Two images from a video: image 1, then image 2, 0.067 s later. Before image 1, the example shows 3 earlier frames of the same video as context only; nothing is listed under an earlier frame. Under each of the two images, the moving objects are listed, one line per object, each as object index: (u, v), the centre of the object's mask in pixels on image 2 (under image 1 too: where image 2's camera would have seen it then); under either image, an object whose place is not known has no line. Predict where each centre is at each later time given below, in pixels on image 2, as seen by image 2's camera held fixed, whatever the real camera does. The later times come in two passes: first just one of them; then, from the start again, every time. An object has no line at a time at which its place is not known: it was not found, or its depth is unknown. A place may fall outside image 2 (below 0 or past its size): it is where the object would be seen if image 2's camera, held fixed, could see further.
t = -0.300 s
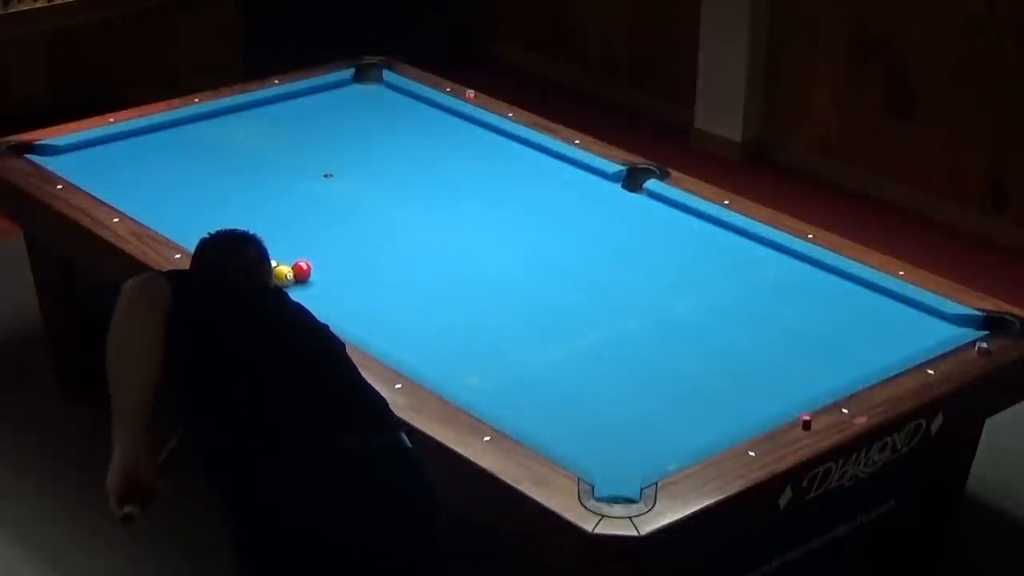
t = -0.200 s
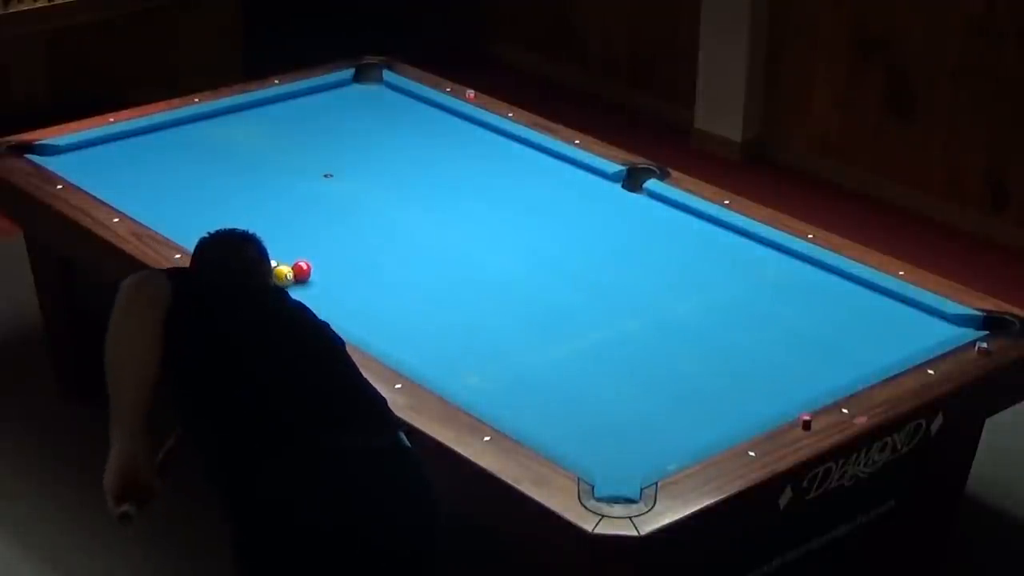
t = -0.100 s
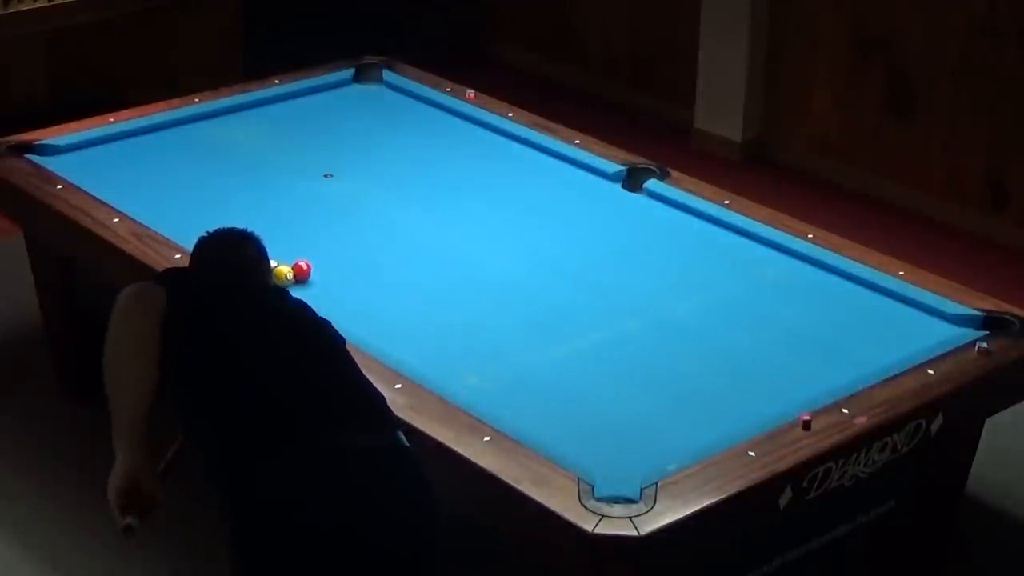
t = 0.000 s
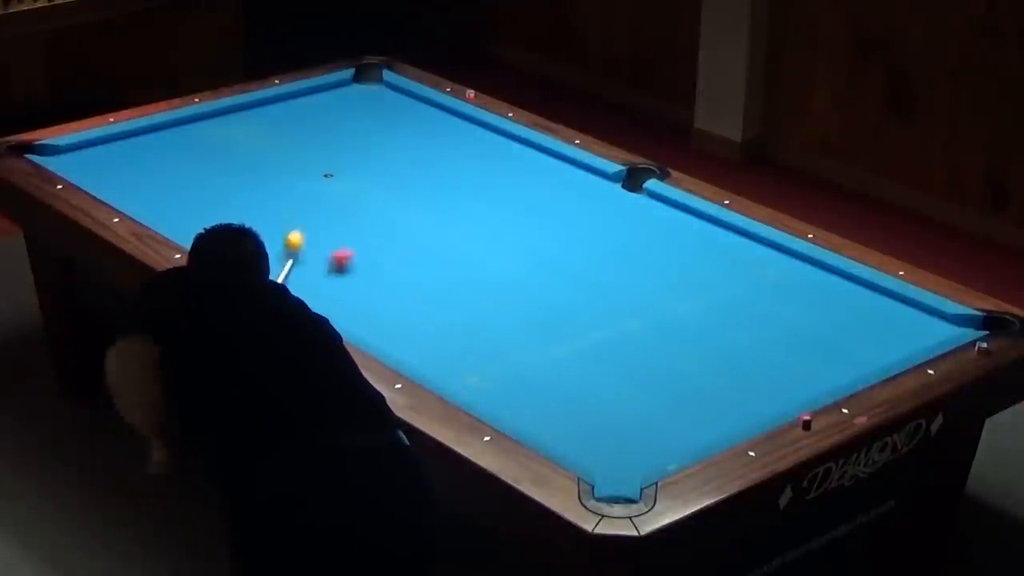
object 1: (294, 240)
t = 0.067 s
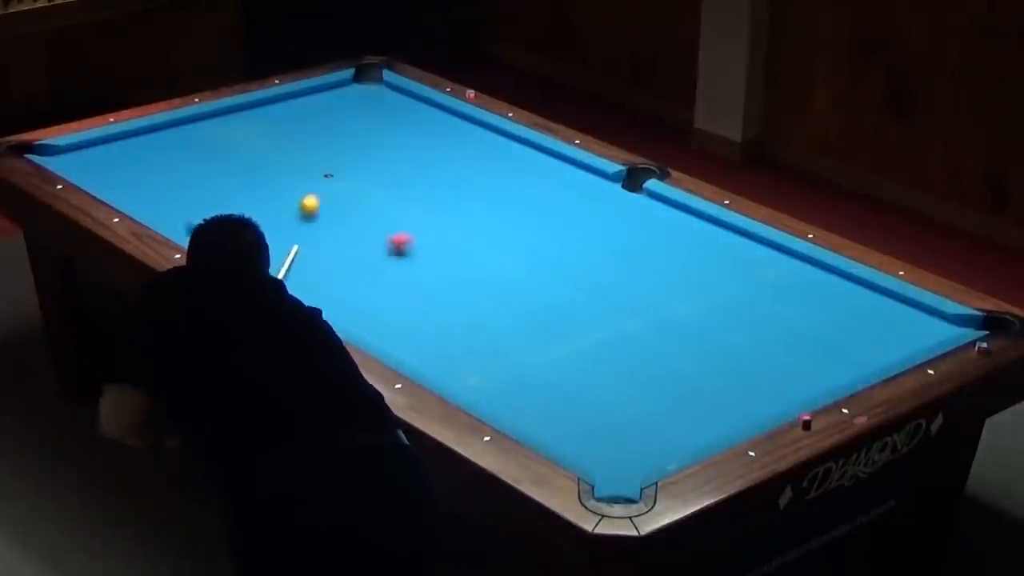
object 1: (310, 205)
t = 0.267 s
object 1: (347, 111)
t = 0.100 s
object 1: (317, 186)
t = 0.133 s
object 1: (324, 169)
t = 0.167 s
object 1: (331, 155)
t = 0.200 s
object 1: (335, 138)
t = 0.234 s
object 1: (341, 124)
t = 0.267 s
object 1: (347, 111)
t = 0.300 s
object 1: (353, 97)
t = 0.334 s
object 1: (358, 83)
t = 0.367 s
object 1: (363, 72)
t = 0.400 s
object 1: (374, 77)
